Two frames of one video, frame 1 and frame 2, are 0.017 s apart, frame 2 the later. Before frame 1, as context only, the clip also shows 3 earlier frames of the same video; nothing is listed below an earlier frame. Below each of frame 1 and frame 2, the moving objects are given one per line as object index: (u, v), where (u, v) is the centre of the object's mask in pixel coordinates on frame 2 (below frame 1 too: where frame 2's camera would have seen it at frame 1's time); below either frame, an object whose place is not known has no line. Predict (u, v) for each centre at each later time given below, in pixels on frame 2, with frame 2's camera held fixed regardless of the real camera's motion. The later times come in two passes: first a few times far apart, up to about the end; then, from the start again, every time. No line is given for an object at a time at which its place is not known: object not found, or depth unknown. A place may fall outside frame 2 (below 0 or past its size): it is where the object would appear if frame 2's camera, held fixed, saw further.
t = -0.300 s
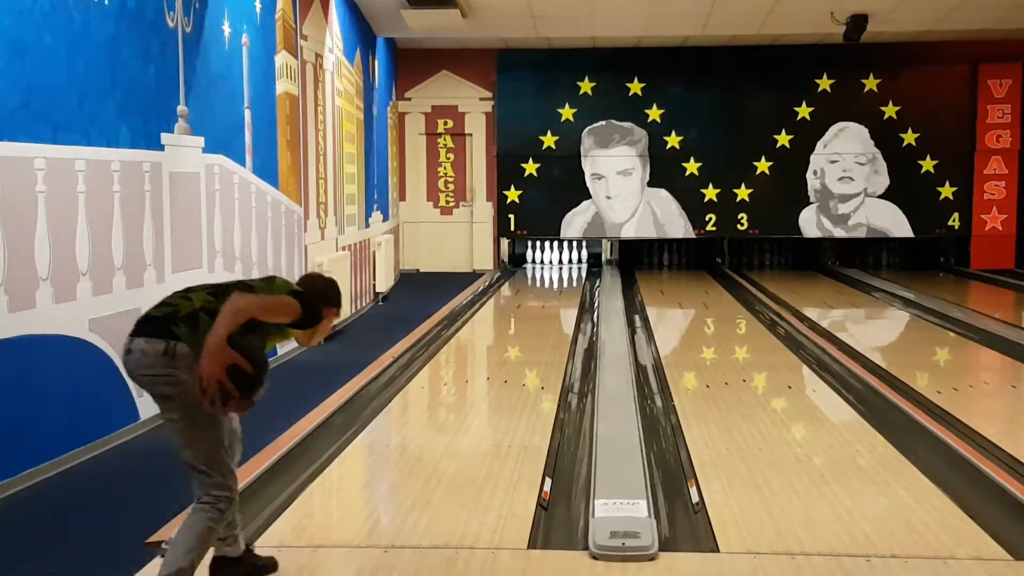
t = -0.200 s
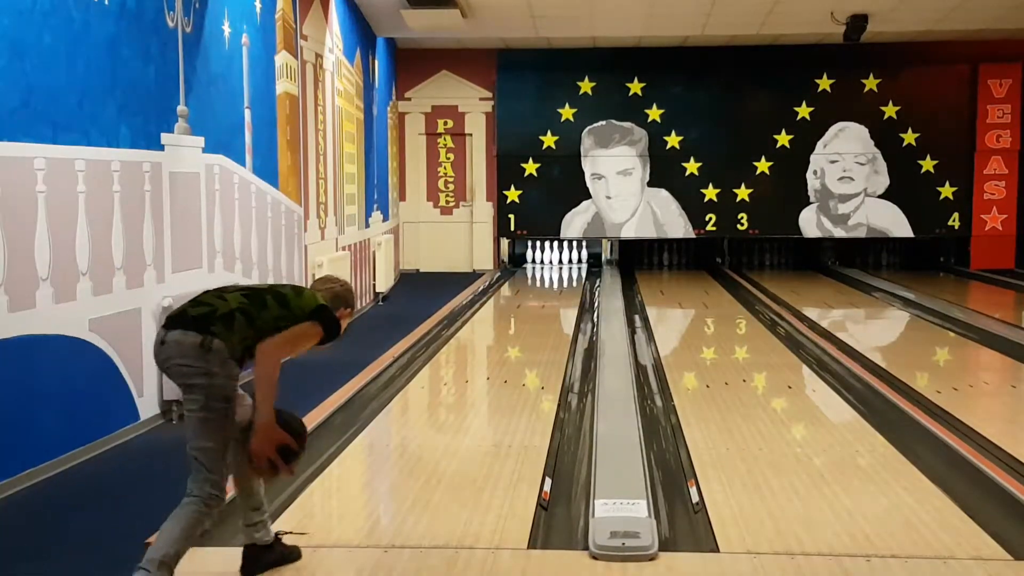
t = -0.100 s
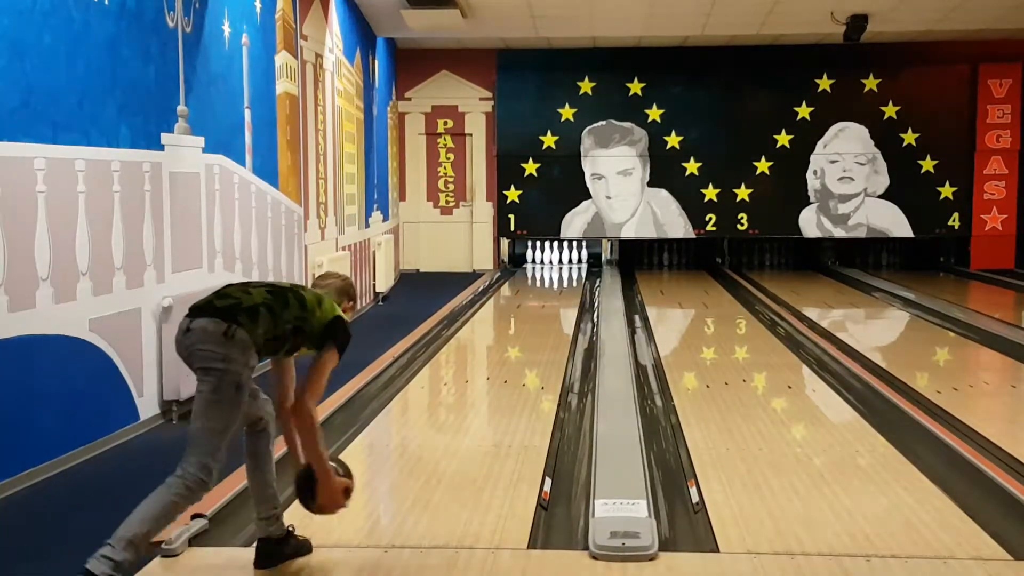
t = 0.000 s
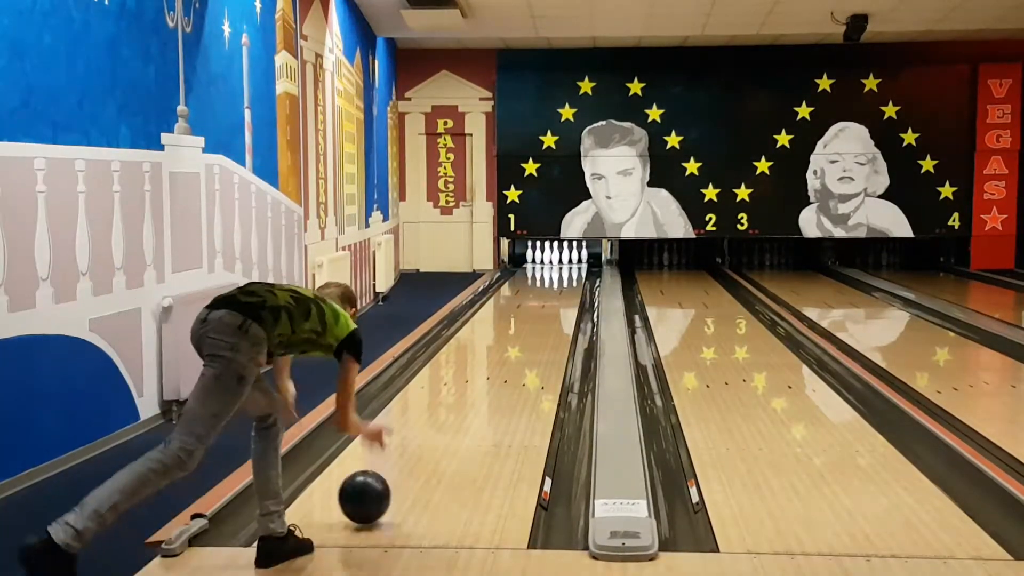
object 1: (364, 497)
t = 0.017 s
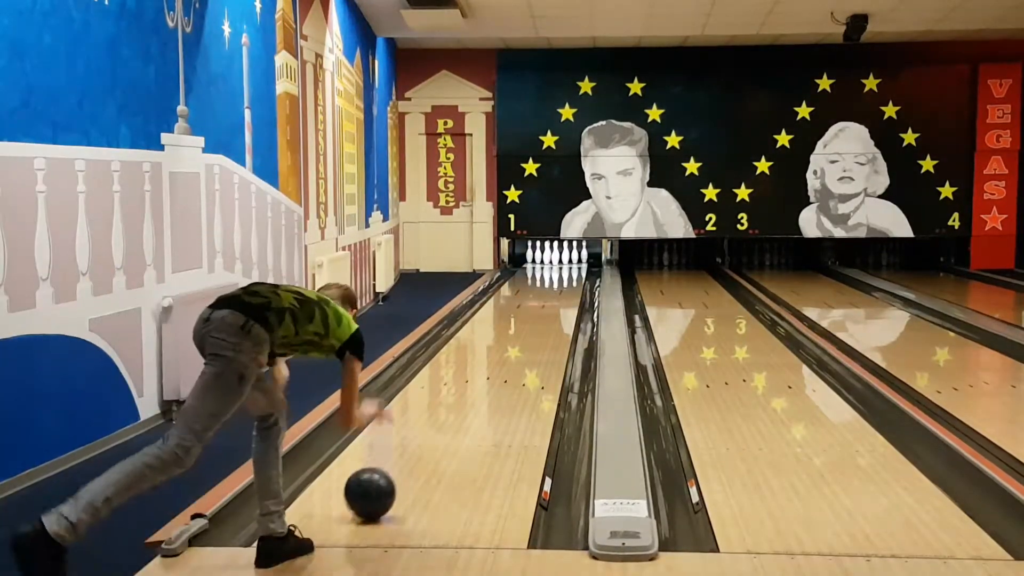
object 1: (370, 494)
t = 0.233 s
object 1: (427, 438)
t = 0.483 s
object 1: (471, 394)
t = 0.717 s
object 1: (499, 366)
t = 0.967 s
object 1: (520, 342)
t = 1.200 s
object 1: (535, 325)
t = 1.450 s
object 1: (545, 311)
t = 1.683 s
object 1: (552, 300)
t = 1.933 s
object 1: (557, 290)
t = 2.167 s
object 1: (559, 282)
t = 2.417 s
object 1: (558, 275)
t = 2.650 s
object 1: (555, 270)
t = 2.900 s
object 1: (550, 264)
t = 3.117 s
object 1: (547, 261)
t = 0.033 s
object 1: (375, 487)
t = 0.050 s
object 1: (380, 480)
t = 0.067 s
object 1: (385, 475)
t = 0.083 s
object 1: (390, 471)
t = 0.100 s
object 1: (395, 467)
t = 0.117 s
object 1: (399, 465)
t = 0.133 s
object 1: (403, 462)
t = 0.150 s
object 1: (408, 457)
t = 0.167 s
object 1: (412, 454)
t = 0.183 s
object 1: (416, 449)
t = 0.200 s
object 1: (420, 446)
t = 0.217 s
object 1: (423, 442)
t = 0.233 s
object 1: (427, 438)
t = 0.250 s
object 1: (431, 435)
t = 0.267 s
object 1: (434, 432)
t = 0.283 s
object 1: (437, 428)
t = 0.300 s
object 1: (441, 425)
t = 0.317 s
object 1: (444, 422)
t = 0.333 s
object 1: (447, 419)
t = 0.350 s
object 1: (450, 416)
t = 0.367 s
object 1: (453, 413)
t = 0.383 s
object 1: (455, 410)
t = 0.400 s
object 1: (458, 407)
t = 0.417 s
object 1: (461, 405)
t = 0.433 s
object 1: (464, 402)
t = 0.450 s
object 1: (466, 399)
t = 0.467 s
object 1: (469, 397)
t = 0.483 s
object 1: (471, 394)
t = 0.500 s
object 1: (473, 392)
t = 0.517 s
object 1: (476, 390)
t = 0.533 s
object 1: (478, 387)
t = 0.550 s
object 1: (480, 385)
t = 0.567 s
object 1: (482, 383)
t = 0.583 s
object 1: (484, 381)
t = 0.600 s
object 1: (486, 379)
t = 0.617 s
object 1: (488, 377)
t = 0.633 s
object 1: (490, 375)
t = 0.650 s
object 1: (492, 373)
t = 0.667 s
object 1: (494, 371)
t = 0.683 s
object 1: (496, 369)
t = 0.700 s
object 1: (497, 367)
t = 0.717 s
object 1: (499, 366)
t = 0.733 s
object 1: (501, 364)
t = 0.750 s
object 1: (502, 362)
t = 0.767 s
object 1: (504, 360)
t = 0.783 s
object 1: (505, 359)
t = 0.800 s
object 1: (507, 357)
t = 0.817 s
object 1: (508, 355)
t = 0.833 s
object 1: (510, 354)
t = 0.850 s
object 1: (511, 352)
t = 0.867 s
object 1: (513, 351)
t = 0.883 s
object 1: (514, 349)
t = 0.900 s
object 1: (515, 348)
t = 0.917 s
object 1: (517, 346)
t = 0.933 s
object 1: (518, 345)
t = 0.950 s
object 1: (519, 343)
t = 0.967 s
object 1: (520, 342)
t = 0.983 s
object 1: (522, 341)
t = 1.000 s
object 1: (523, 339)
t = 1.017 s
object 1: (524, 338)
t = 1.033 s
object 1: (525, 337)
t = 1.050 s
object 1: (526, 335)
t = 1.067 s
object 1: (527, 334)
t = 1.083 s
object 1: (528, 333)
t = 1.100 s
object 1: (529, 332)
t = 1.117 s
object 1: (530, 331)
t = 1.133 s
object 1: (531, 330)
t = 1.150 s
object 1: (532, 329)
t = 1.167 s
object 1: (533, 327)
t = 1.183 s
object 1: (534, 326)
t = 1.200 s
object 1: (535, 325)
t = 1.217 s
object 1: (535, 324)
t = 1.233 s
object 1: (536, 323)
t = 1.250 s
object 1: (537, 322)
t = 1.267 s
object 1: (538, 321)
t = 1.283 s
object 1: (539, 320)
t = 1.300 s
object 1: (539, 319)
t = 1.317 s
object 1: (540, 318)
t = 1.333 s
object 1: (541, 317)
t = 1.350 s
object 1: (541, 316)
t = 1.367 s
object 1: (542, 315)
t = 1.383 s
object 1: (543, 314)
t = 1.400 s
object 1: (543, 313)
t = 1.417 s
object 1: (544, 313)
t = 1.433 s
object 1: (545, 312)
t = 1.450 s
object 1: (545, 311)
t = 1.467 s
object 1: (546, 310)
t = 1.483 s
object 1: (546, 309)
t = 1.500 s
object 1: (547, 308)
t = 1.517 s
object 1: (547, 307)
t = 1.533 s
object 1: (548, 306)
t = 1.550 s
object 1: (548, 306)
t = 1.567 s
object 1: (549, 305)
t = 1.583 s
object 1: (549, 304)
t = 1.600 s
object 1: (550, 303)
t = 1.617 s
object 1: (550, 303)
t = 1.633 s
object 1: (551, 302)
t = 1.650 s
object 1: (551, 301)
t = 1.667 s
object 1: (551, 300)
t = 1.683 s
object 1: (552, 300)
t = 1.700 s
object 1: (552, 299)
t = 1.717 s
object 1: (553, 299)
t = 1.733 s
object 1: (553, 298)
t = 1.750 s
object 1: (553, 297)
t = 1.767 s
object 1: (554, 296)
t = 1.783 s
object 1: (554, 296)
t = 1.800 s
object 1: (555, 295)
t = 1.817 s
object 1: (555, 295)
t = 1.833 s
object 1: (555, 294)
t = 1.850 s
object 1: (555, 293)
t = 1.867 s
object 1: (556, 293)
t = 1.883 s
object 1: (556, 292)
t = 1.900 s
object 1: (556, 291)
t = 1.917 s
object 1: (556, 291)
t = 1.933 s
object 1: (557, 290)
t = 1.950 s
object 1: (557, 289)
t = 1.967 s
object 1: (557, 289)
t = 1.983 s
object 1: (557, 288)
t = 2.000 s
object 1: (557, 288)
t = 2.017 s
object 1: (558, 287)
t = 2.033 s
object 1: (558, 287)
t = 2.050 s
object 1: (558, 286)
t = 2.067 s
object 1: (558, 286)
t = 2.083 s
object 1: (558, 285)
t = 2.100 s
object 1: (558, 284)
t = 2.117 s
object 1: (558, 284)
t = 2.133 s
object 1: (558, 283)
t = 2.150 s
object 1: (559, 283)
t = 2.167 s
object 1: (559, 282)
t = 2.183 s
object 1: (559, 282)
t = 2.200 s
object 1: (559, 281)
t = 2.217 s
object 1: (559, 281)
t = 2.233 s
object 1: (559, 280)
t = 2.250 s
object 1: (559, 280)
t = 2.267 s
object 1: (559, 279)
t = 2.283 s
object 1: (559, 279)
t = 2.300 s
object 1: (559, 278)
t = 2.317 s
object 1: (559, 278)
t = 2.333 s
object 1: (559, 277)
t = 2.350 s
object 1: (559, 277)
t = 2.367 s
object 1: (559, 276)
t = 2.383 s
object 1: (558, 276)
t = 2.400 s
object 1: (558, 276)
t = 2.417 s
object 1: (558, 275)
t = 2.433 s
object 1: (558, 275)
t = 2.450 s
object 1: (558, 274)
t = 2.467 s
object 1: (558, 274)
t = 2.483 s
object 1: (558, 273)
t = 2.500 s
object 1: (558, 273)
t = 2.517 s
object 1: (557, 273)
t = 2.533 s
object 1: (557, 272)
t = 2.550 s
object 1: (557, 272)
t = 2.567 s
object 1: (556, 271)
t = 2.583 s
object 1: (556, 271)
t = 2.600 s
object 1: (556, 271)
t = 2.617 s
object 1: (556, 270)
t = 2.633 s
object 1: (555, 270)
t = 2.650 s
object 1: (555, 270)
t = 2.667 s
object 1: (555, 269)
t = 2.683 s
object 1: (554, 269)
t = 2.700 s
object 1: (554, 269)
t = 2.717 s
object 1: (554, 268)
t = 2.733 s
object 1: (553, 268)
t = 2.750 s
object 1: (553, 268)
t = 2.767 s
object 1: (553, 267)
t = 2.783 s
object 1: (552, 267)
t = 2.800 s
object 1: (552, 267)
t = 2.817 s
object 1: (552, 266)
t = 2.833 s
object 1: (551, 266)
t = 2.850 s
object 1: (551, 265)
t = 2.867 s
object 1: (551, 265)
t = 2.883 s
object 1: (551, 265)
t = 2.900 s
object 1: (550, 264)
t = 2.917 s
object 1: (550, 264)
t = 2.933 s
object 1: (550, 264)
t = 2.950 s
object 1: (549, 264)
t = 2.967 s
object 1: (549, 263)
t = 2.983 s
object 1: (549, 263)
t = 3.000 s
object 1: (549, 263)
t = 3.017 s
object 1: (548, 263)
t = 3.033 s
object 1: (548, 262)
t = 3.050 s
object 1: (548, 262)
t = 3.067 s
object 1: (548, 262)
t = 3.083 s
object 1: (547, 261)
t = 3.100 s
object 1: (547, 261)
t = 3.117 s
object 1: (547, 261)
